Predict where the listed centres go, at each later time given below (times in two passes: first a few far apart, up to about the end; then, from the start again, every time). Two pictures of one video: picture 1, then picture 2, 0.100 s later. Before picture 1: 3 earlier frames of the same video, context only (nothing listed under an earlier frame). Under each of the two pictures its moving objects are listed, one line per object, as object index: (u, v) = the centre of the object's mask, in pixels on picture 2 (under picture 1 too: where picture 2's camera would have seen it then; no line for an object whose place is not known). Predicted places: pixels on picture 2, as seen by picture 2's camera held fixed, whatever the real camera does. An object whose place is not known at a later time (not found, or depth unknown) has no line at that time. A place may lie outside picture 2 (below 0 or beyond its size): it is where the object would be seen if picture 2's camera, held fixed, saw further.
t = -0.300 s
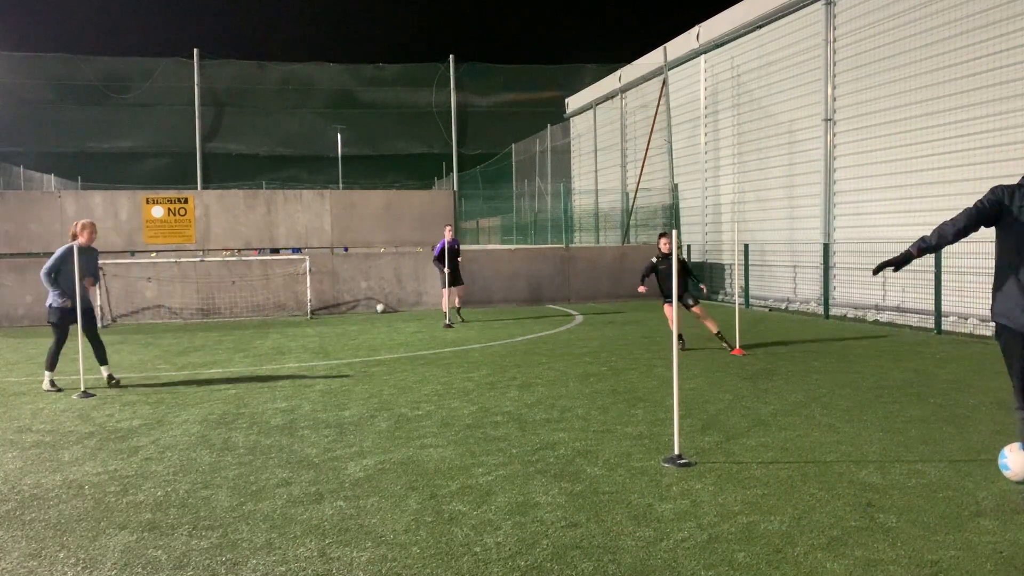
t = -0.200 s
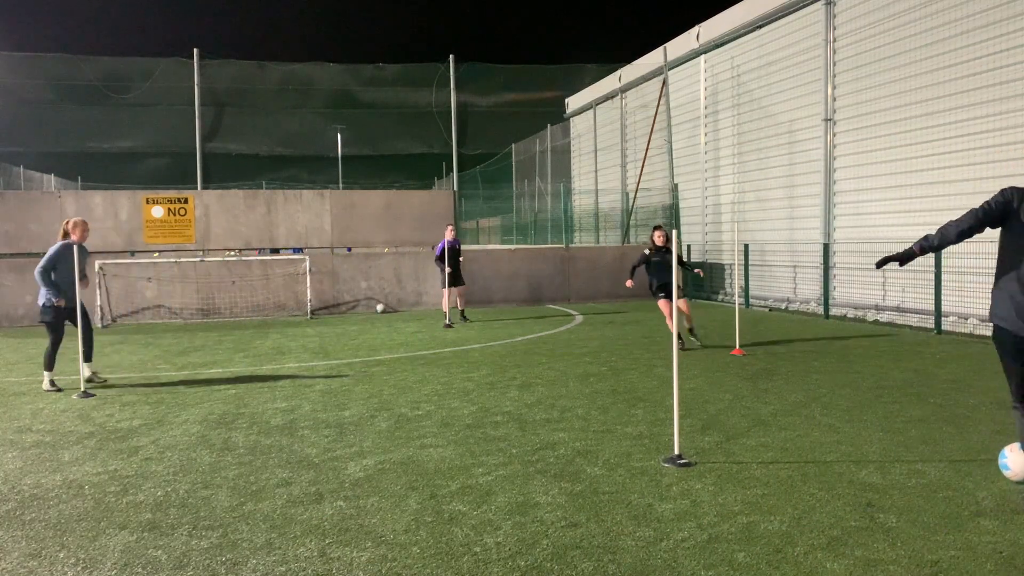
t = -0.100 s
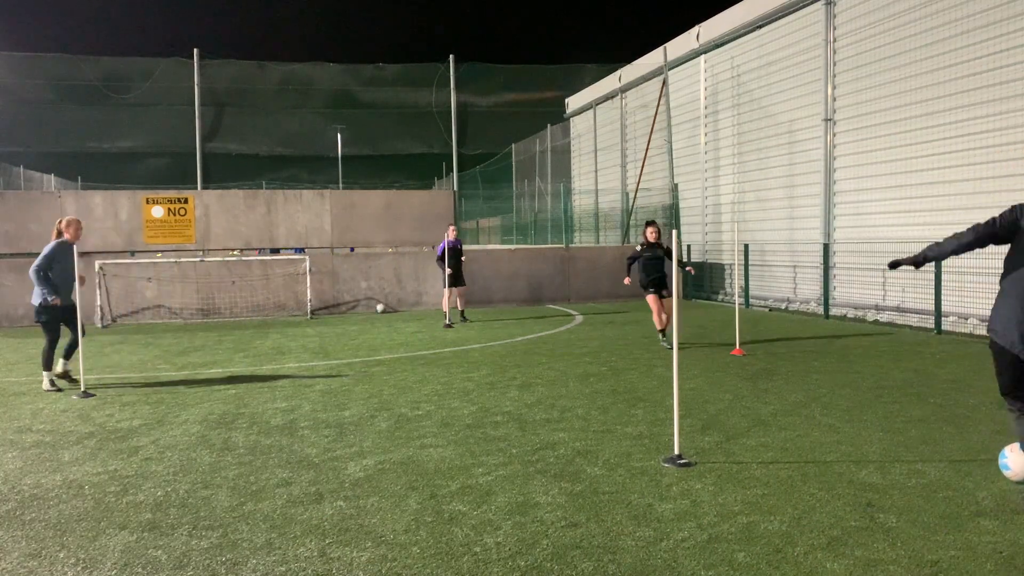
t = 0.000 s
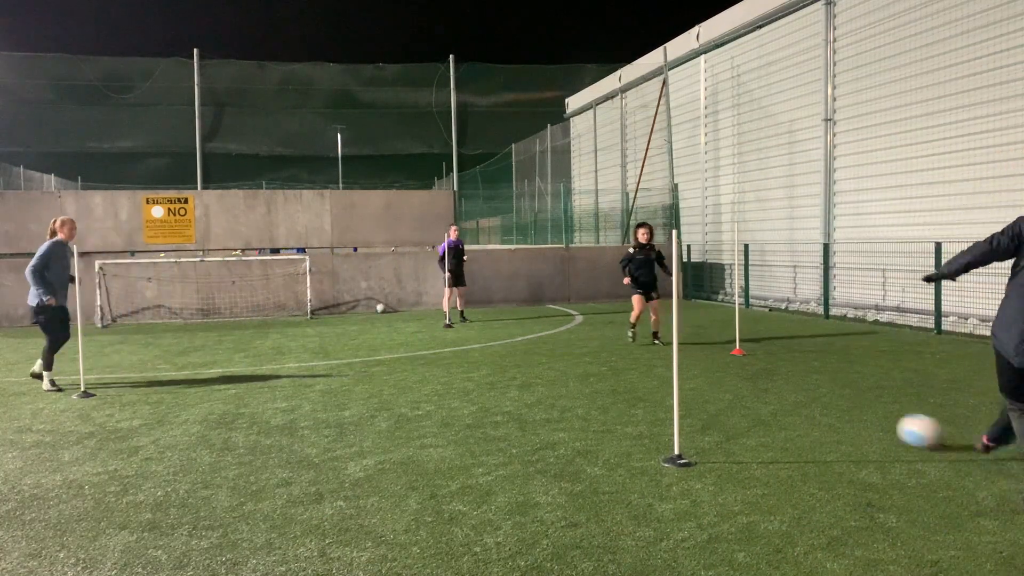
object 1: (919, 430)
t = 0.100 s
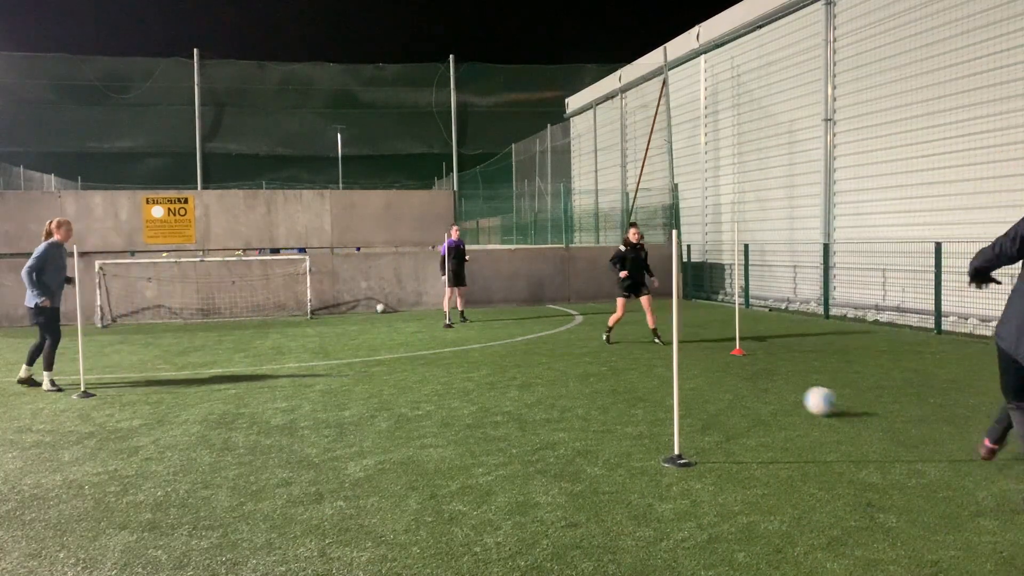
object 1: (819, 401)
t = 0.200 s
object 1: (751, 379)
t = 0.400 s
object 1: (661, 354)
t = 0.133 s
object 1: (795, 393)
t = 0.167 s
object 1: (772, 386)
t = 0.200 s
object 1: (751, 379)
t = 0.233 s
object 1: (733, 374)
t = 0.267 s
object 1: (716, 370)
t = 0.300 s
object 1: (700, 365)
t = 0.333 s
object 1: (687, 361)
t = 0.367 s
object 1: (673, 357)
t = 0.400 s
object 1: (661, 354)
